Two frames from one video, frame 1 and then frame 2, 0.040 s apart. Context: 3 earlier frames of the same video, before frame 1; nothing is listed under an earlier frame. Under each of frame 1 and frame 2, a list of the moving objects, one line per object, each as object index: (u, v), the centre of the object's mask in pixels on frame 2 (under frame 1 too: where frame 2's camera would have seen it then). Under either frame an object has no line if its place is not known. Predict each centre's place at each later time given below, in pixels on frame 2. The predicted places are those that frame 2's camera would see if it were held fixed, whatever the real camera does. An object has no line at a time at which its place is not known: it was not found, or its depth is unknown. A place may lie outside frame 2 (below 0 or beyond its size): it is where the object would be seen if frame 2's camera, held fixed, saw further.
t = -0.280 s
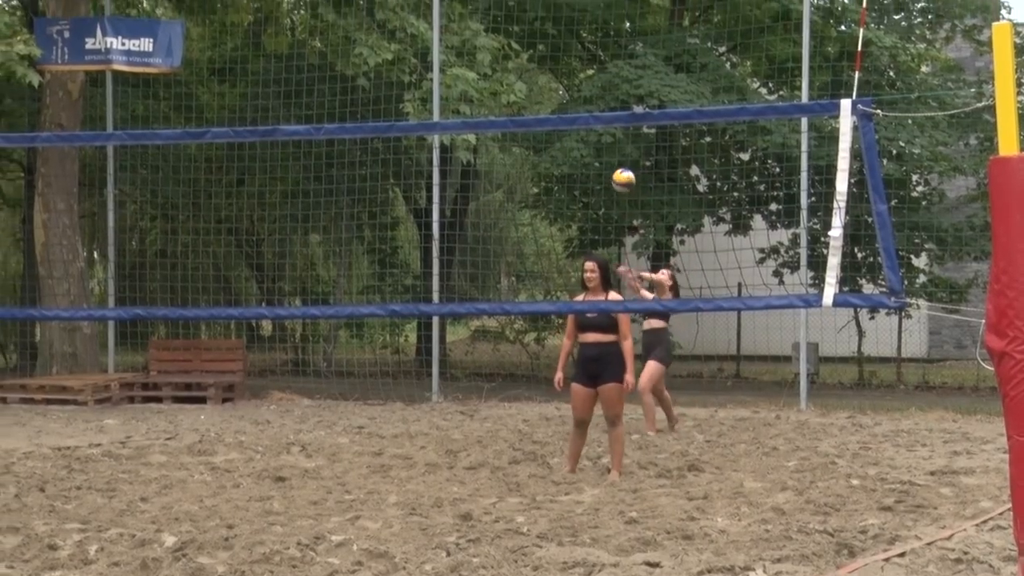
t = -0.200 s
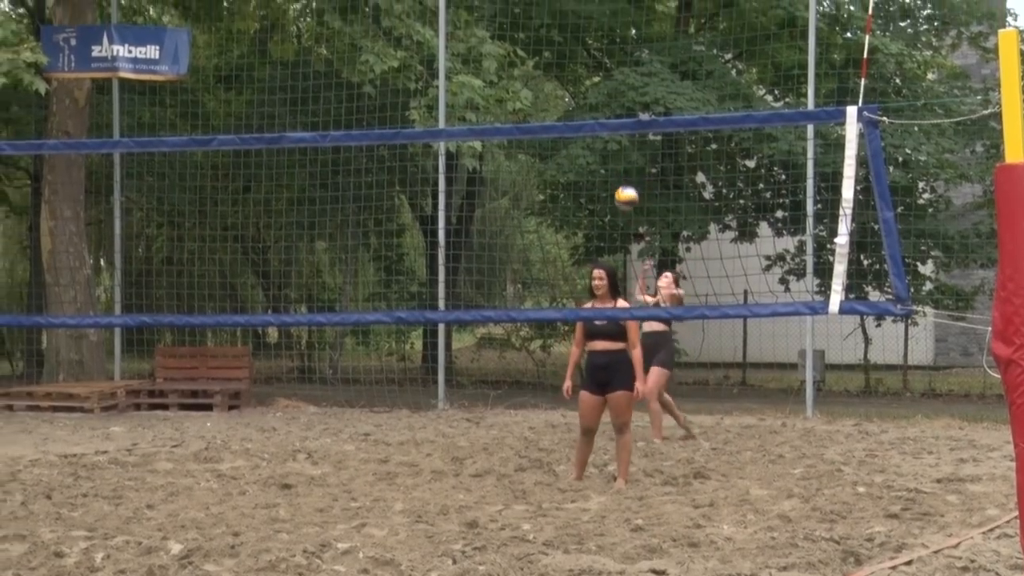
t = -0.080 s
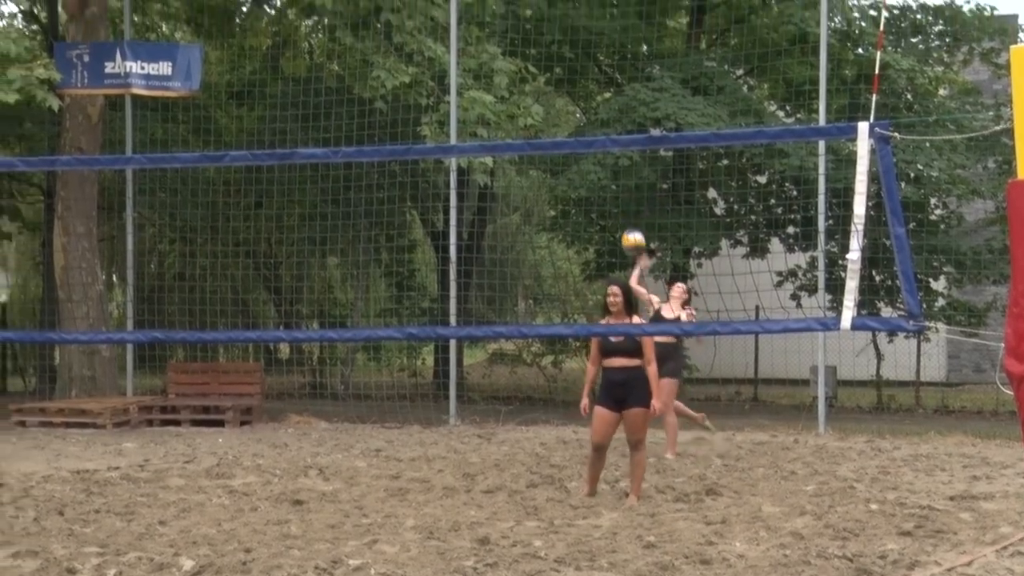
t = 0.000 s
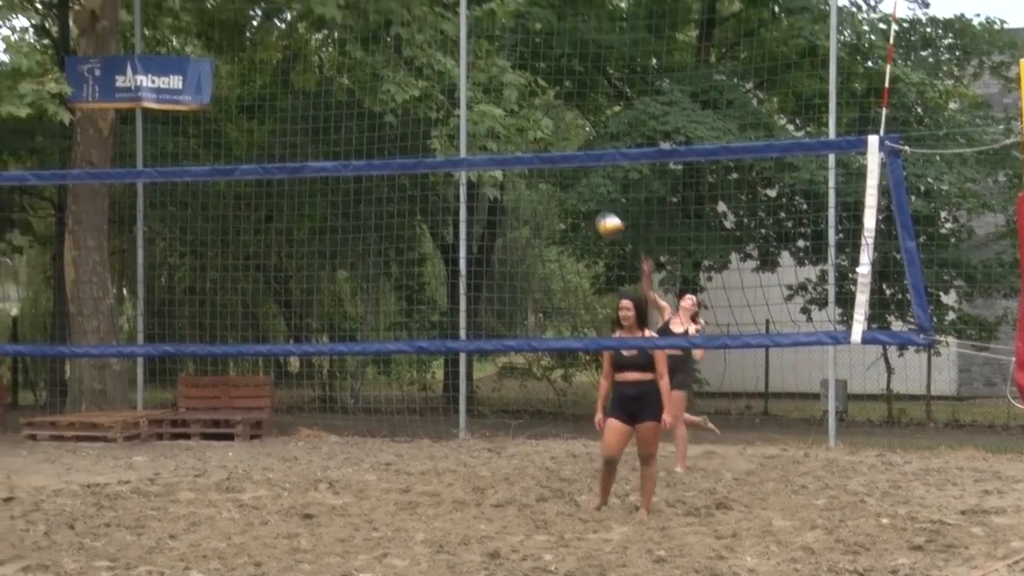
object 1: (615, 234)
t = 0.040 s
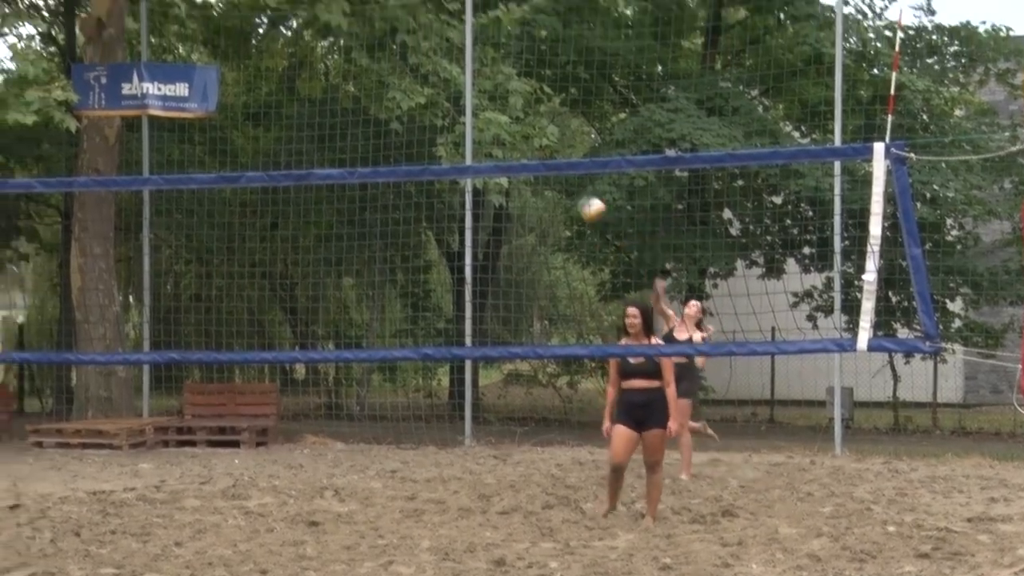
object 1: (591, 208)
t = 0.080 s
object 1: (567, 186)
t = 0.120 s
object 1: (542, 157)
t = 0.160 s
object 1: (516, 145)
